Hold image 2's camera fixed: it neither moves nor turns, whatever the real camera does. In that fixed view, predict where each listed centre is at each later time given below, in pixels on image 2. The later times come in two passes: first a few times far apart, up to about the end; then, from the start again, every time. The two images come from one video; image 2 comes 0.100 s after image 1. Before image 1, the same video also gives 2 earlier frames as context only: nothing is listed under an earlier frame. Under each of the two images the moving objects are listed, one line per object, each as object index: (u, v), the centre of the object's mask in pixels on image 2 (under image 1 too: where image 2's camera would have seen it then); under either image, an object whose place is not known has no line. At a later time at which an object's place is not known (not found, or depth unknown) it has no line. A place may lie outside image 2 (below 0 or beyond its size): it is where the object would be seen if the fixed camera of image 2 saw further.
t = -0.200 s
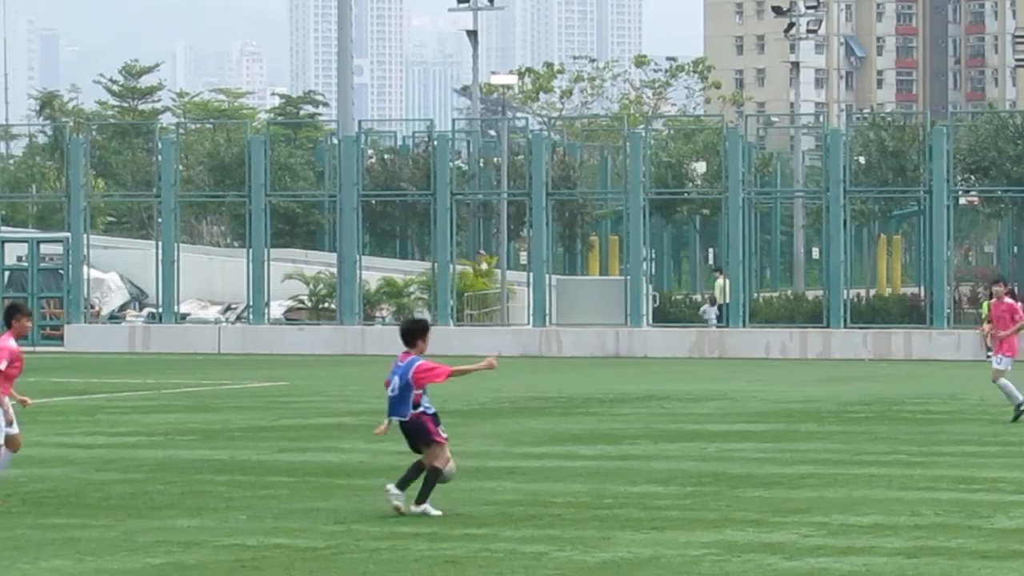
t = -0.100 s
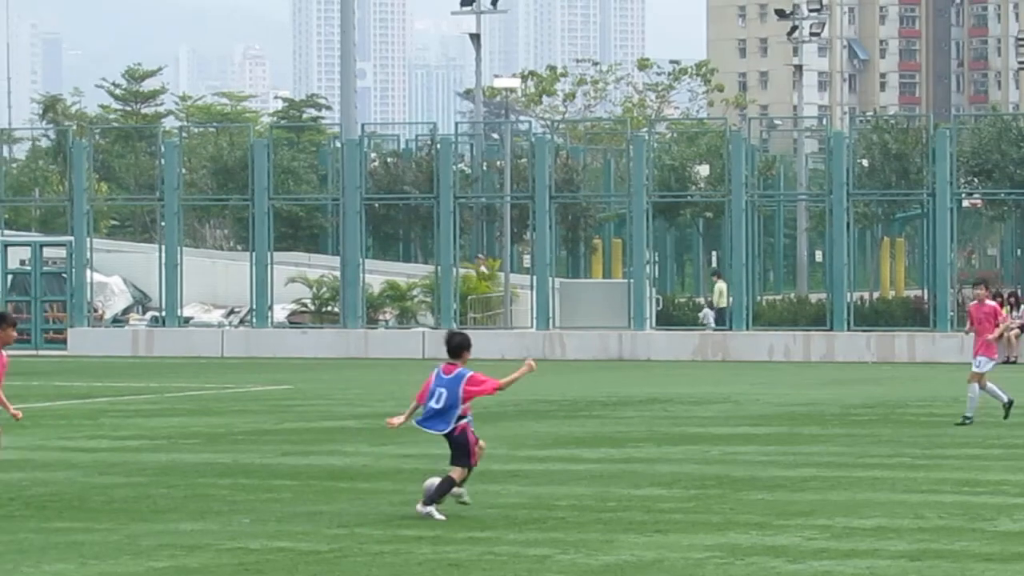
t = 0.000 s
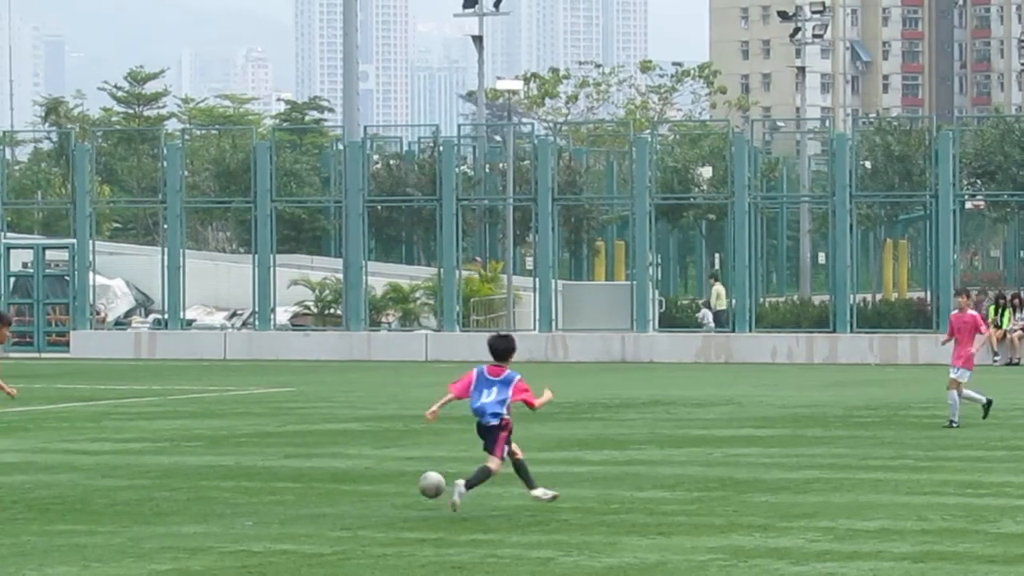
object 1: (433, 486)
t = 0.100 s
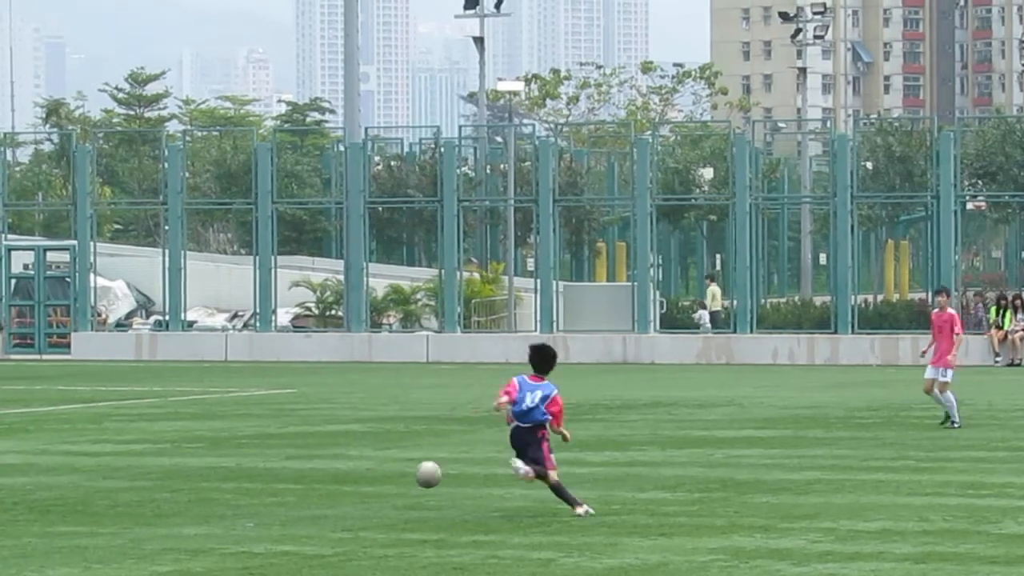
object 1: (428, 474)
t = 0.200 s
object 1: (422, 475)
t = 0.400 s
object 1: (411, 479)
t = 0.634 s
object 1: (398, 484)
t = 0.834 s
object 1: (385, 478)
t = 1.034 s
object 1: (370, 475)
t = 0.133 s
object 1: (426, 473)
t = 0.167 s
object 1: (424, 473)
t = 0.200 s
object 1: (422, 475)
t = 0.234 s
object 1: (420, 478)
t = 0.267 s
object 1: (418, 482)
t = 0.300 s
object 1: (416, 488)
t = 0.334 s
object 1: (414, 489)
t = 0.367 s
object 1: (412, 483)
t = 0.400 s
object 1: (411, 479)
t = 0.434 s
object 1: (409, 475)
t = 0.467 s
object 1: (407, 473)
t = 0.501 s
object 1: (405, 473)
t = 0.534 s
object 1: (404, 474)
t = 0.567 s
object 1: (402, 476)
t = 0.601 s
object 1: (400, 480)
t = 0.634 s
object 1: (398, 484)
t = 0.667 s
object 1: (396, 480)
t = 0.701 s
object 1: (394, 477)
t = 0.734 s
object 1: (392, 475)
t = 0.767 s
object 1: (389, 475)
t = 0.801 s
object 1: (387, 476)
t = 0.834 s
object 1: (385, 478)
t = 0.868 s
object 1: (382, 478)
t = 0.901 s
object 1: (380, 476)
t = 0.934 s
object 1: (377, 474)
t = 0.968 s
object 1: (375, 474)
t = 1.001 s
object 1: (373, 475)
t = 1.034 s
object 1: (370, 475)
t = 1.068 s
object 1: (368, 474)
